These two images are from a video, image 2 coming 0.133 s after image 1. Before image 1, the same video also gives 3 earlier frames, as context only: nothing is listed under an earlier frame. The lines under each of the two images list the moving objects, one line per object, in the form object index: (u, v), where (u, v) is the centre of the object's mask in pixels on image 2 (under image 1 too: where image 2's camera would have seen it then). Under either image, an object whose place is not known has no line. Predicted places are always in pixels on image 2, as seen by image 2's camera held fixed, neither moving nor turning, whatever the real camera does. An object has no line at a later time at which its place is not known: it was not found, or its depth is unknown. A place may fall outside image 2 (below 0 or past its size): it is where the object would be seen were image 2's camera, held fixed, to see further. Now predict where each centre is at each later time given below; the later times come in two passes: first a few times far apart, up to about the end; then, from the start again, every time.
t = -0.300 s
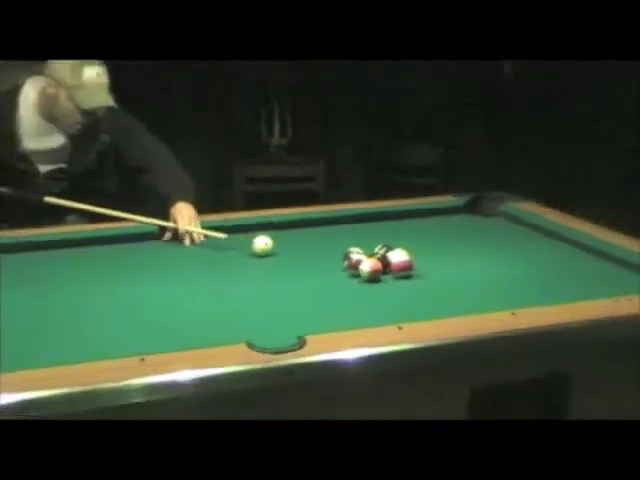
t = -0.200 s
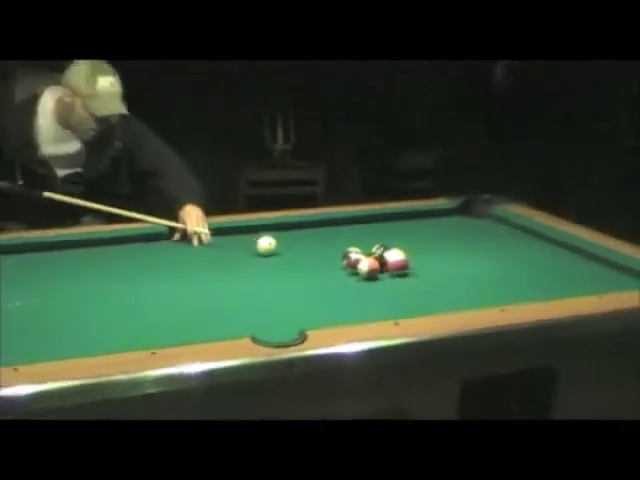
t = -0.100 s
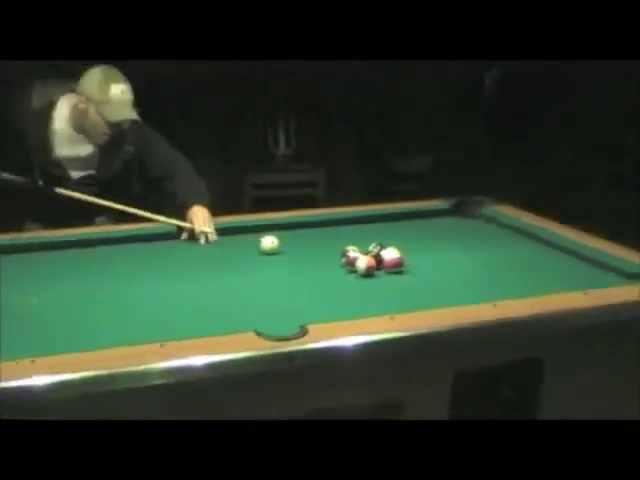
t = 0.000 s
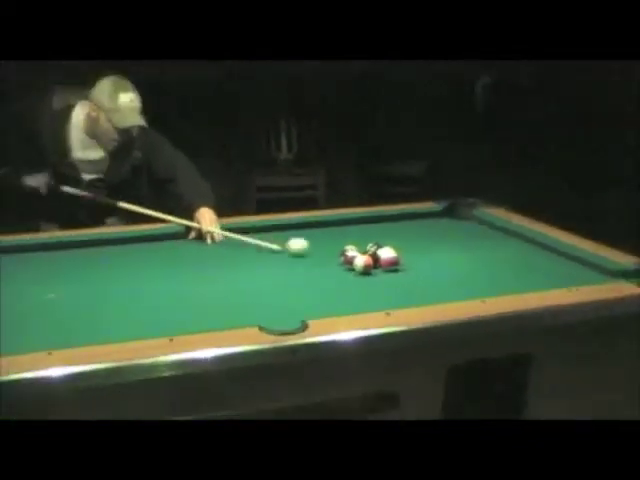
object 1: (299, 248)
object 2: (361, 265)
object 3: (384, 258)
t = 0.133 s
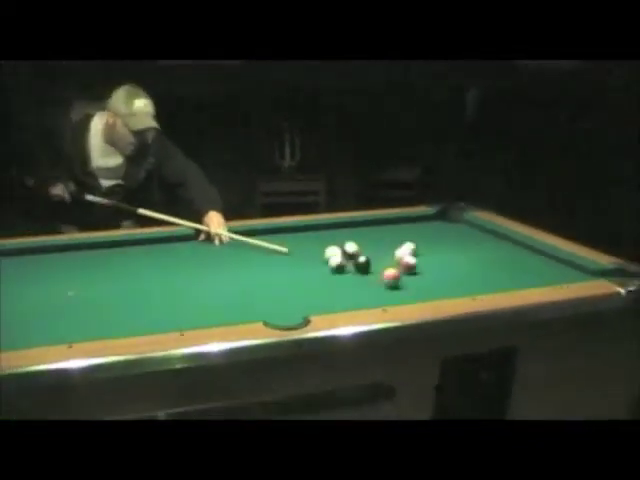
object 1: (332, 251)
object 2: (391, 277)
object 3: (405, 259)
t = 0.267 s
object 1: (324, 252)
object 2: (430, 291)
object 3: (439, 268)
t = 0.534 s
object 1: (304, 252)
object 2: (409, 277)
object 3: (497, 275)
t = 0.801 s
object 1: (285, 250)
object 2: (388, 263)
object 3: (545, 276)
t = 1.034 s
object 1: (272, 250)
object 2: (374, 253)
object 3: (550, 272)
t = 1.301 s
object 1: (259, 249)
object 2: (360, 243)
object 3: (557, 267)
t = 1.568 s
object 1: (248, 248)
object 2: (347, 233)
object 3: (557, 262)
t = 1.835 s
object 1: (239, 248)
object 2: (337, 227)
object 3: (540, 259)
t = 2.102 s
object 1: (233, 247)
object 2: (344, 229)
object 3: (531, 257)
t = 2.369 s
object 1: (229, 248)
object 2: (350, 233)
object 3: (522, 257)
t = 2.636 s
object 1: (228, 247)
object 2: (357, 236)
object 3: (515, 257)
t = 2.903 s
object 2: (364, 239)
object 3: (511, 256)
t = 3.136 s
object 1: (228, 248)
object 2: (367, 241)
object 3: (509, 257)
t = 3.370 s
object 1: (229, 248)
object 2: (370, 243)
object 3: (508, 257)
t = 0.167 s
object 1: (331, 251)
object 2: (401, 282)
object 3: (415, 264)
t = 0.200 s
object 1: (329, 252)
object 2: (411, 286)
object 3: (422, 265)
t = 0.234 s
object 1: (326, 252)
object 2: (419, 289)
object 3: (431, 266)
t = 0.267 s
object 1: (324, 252)
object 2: (430, 291)
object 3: (439, 268)
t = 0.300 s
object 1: (322, 252)
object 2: (432, 291)
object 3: (445, 269)
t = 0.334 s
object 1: (319, 252)
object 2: (427, 289)
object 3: (454, 269)
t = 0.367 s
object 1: (316, 252)
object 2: (423, 288)
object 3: (462, 270)
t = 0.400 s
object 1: (314, 252)
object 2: (419, 287)
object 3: (468, 272)
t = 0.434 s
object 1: (310, 252)
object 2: (416, 284)
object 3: (475, 273)
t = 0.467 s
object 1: (308, 252)
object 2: (413, 282)
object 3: (484, 273)
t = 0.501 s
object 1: (306, 252)
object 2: (411, 280)
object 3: (492, 275)
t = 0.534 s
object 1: (304, 252)
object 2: (409, 277)
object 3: (497, 275)
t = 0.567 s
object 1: (301, 252)
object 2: (406, 276)
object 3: (506, 276)
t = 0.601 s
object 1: (299, 252)
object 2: (403, 275)
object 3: (516, 277)
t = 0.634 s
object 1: (297, 251)
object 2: (400, 273)
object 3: (522, 278)
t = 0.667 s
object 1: (295, 251)
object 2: (398, 270)
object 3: (529, 278)
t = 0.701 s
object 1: (293, 251)
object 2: (395, 268)
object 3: (538, 278)
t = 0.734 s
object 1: (290, 251)
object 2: (393, 267)
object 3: (544, 278)
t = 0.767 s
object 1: (288, 250)
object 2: (391, 264)
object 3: (545, 277)
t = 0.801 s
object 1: (285, 250)
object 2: (388, 263)
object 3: (545, 276)
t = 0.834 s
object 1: (283, 250)
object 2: (385, 262)
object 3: (546, 275)
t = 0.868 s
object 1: (282, 250)
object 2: (384, 261)
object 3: (547, 276)
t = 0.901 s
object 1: (280, 250)
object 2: (382, 259)
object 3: (548, 275)
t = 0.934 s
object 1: (278, 250)
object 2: (380, 257)
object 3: (548, 275)
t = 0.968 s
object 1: (276, 250)
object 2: (377, 256)
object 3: (548, 274)
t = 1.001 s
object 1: (274, 250)
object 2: (375, 255)
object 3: (548, 274)
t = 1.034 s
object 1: (272, 250)
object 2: (374, 253)
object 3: (550, 272)
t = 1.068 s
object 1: (271, 250)
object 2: (372, 251)
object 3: (551, 271)
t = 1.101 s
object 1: (269, 250)
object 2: (371, 250)
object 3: (553, 271)
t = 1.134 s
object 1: (268, 250)
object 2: (369, 249)
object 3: (554, 270)
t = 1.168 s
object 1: (266, 250)
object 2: (367, 248)
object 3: (555, 269)
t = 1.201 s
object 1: (264, 250)
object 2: (365, 246)
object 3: (555, 268)
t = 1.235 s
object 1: (263, 249)
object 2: (363, 245)
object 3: (556, 268)
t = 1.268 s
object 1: (261, 249)
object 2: (361, 244)
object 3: (556, 267)
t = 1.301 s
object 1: (259, 249)
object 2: (360, 243)
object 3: (557, 267)
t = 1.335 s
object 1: (258, 249)
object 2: (358, 242)
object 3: (556, 266)
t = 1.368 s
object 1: (256, 249)
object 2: (357, 240)
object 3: (556, 265)
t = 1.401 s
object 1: (254, 249)
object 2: (355, 239)
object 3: (556, 263)
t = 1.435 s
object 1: (253, 249)
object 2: (353, 237)
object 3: (557, 263)
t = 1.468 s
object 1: (252, 248)
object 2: (352, 236)
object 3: (558, 262)
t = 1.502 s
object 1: (251, 248)
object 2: (350, 235)
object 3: (558, 261)
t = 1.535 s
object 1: (249, 248)
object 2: (349, 234)
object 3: (558, 262)
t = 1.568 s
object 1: (248, 248)
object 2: (347, 233)
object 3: (557, 262)
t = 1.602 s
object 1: (247, 248)
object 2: (346, 231)
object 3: (556, 261)
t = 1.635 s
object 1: (246, 248)
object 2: (345, 231)
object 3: (552, 259)
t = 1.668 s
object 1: (245, 248)
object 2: (343, 230)
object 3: (550, 259)
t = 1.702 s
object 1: (244, 248)
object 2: (343, 230)
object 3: (548, 259)
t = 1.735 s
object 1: (243, 248)
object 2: (341, 228)
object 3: (546, 259)
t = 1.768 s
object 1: (241, 248)
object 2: (340, 228)
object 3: (544, 259)
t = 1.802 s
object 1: (241, 248)
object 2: (339, 227)
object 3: (542, 259)
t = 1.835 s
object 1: (239, 248)
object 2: (337, 227)
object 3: (540, 259)
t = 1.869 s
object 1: (238, 249)
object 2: (337, 227)
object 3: (539, 259)
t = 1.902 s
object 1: (238, 249)
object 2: (338, 227)
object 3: (538, 259)
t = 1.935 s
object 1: (237, 249)
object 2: (338, 227)
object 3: (537, 259)
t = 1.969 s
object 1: (236, 248)
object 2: (339, 227)
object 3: (535, 259)
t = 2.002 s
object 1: (235, 247)
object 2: (340, 227)
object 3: (534, 258)
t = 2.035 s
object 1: (235, 247)
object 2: (342, 228)
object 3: (533, 258)
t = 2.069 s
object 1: (234, 247)
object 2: (343, 228)
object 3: (532, 257)
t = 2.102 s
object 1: (233, 247)
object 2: (344, 229)
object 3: (531, 257)
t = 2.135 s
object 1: (233, 248)
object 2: (345, 229)
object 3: (530, 257)
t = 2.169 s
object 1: (232, 247)
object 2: (347, 230)
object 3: (529, 257)
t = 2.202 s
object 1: (233, 248)
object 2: (348, 231)
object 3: (528, 257)
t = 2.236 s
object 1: (232, 248)
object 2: (348, 231)
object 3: (526, 257)
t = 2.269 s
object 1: (231, 248)
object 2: (349, 232)
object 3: (525, 257)
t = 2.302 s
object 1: (231, 248)
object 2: (350, 232)
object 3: (524, 257)
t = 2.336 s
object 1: (230, 248)
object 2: (350, 232)
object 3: (522, 257)
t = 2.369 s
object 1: (229, 248)
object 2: (350, 233)
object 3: (522, 257)
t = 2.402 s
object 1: (229, 247)
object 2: (351, 233)
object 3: (520, 257)
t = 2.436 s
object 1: (228, 247)
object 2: (352, 233)
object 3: (519, 257)
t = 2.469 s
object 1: (227, 247)
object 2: (352, 233)
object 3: (518, 256)
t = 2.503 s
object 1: (227, 247)
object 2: (353, 233)
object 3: (517, 256)
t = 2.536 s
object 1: (227, 247)
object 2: (354, 234)
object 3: (517, 256)
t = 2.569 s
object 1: (228, 247)
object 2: (356, 235)
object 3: (516, 256)
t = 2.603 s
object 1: (228, 247)
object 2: (356, 235)
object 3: (516, 256)
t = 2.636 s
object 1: (228, 247)
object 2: (357, 236)
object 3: (515, 257)
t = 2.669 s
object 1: (228, 248)
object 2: (358, 236)
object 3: (515, 257)
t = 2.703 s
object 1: (228, 248)
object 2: (359, 237)
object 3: (514, 256)
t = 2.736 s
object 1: (228, 248)
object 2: (360, 237)
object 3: (513, 256)
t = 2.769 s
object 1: (228, 247)
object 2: (360, 237)
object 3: (512, 256)
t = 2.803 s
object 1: (228, 247)
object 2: (361, 237)
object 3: (512, 256)
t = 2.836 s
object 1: (229, 247)
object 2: (362, 237)
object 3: (512, 256)
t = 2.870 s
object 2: (363, 238)
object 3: (512, 256)
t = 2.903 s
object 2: (364, 239)
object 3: (511, 256)
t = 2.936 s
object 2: (364, 240)
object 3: (511, 256)
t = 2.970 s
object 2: (365, 240)
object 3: (511, 256)
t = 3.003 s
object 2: (365, 241)
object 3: (510, 257)
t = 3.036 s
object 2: (365, 241)
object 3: (510, 257)
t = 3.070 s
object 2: (366, 241)
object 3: (509, 257)
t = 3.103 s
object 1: (228, 248)
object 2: (366, 241)
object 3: (509, 257)
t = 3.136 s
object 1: (228, 248)
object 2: (367, 241)
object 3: (509, 257)
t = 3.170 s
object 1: (228, 248)
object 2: (367, 242)
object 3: (508, 257)
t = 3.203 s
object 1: (228, 248)
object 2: (368, 242)
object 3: (509, 256)
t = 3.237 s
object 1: (228, 247)
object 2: (368, 241)
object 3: (508, 256)
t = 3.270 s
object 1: (228, 247)
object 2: (369, 242)
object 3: (508, 256)
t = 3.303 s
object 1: (228, 247)
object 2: (369, 242)
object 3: (508, 256)
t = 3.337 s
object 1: (228, 247)
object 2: (369, 243)
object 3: (508, 257)
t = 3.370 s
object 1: (229, 248)
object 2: (370, 243)
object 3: (508, 257)
